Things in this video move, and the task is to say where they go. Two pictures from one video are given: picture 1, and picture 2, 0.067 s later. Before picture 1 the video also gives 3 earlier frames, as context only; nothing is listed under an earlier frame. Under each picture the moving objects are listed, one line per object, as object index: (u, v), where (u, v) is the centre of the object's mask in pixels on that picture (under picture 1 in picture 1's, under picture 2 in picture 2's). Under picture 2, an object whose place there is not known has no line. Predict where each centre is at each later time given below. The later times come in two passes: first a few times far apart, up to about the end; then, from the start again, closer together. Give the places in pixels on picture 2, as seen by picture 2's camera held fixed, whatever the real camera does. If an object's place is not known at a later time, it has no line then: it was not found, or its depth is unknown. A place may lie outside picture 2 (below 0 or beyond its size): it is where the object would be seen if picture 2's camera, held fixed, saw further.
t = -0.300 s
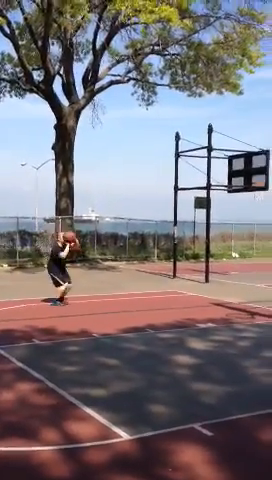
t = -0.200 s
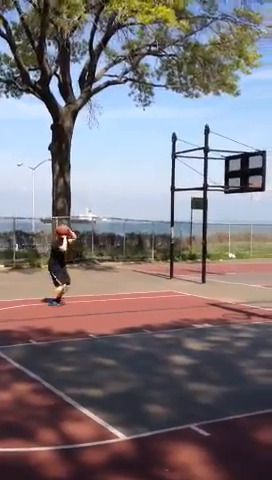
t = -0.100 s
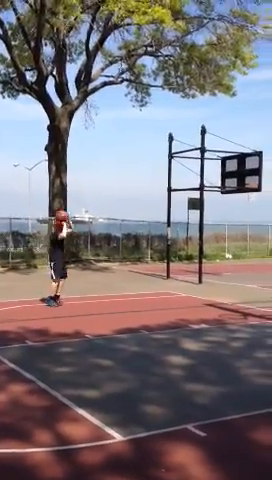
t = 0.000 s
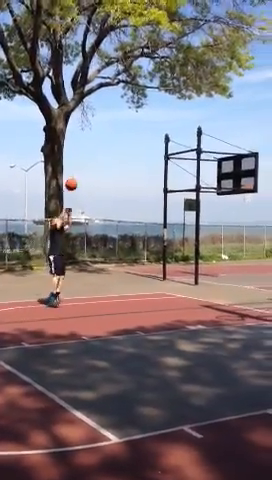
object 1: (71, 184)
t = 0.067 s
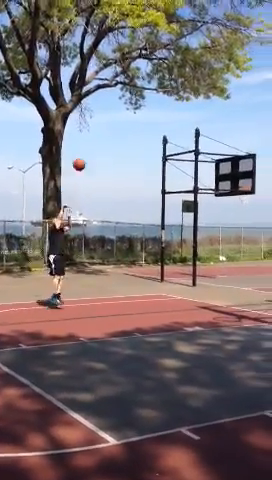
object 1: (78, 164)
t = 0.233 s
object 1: (105, 119)
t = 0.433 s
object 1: (138, 81)
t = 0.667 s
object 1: (181, 60)
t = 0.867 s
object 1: (221, 67)
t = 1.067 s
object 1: (264, 101)
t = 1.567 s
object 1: (244, 278)
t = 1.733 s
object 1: (225, 299)
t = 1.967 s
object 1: (198, 227)
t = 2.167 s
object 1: (176, 194)
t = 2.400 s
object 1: (152, 186)
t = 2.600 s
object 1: (134, 203)
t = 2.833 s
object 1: (113, 245)
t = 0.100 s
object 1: (84, 154)
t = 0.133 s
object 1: (89, 145)
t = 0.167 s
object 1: (94, 136)
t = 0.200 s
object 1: (99, 127)
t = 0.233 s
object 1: (105, 119)
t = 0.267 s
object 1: (110, 111)
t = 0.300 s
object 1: (115, 104)
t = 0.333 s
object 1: (121, 98)
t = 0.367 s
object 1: (128, 91)
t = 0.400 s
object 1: (132, 86)
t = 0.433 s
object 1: (138, 81)
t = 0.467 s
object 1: (144, 76)
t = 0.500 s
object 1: (150, 72)
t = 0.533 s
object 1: (156, 68)
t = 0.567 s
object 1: (162, 65)
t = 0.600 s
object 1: (169, 62)
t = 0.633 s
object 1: (175, 61)
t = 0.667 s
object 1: (181, 60)
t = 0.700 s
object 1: (187, 58)
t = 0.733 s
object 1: (194, 59)
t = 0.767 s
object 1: (198, 59)
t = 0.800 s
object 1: (207, 62)
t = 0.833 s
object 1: (214, 64)
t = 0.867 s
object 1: (221, 67)
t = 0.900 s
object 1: (228, 71)
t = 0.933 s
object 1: (235, 76)
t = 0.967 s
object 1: (242, 81)
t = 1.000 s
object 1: (250, 87)
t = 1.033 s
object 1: (257, 94)
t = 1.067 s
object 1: (264, 101)
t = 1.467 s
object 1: (256, 234)
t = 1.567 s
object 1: (244, 278)
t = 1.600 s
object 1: (240, 294)
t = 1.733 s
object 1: (225, 299)
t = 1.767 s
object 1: (221, 286)
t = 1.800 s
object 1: (217, 275)
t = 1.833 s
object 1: (213, 264)
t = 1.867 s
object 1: (209, 254)
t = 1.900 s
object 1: (206, 243)
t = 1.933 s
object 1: (202, 235)
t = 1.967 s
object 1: (198, 227)
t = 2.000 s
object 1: (194, 220)
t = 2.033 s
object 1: (190, 213)
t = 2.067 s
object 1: (186, 207)
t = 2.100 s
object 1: (184, 203)
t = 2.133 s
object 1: (179, 198)
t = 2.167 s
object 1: (176, 194)
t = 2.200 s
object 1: (172, 191)
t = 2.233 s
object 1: (170, 189)
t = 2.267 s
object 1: (165, 187)
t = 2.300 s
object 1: (162, 187)
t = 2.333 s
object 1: (159, 186)
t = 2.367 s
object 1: (155, 186)
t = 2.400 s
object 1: (152, 186)
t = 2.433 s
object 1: (149, 188)
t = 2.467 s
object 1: (146, 189)
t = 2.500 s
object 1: (143, 192)
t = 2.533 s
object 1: (139, 195)
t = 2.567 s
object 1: (136, 199)
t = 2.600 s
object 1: (134, 203)
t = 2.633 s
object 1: (131, 208)
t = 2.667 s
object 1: (127, 213)
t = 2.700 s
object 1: (124, 218)
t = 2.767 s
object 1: (118, 231)
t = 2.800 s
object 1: (117, 237)
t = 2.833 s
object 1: (113, 245)
